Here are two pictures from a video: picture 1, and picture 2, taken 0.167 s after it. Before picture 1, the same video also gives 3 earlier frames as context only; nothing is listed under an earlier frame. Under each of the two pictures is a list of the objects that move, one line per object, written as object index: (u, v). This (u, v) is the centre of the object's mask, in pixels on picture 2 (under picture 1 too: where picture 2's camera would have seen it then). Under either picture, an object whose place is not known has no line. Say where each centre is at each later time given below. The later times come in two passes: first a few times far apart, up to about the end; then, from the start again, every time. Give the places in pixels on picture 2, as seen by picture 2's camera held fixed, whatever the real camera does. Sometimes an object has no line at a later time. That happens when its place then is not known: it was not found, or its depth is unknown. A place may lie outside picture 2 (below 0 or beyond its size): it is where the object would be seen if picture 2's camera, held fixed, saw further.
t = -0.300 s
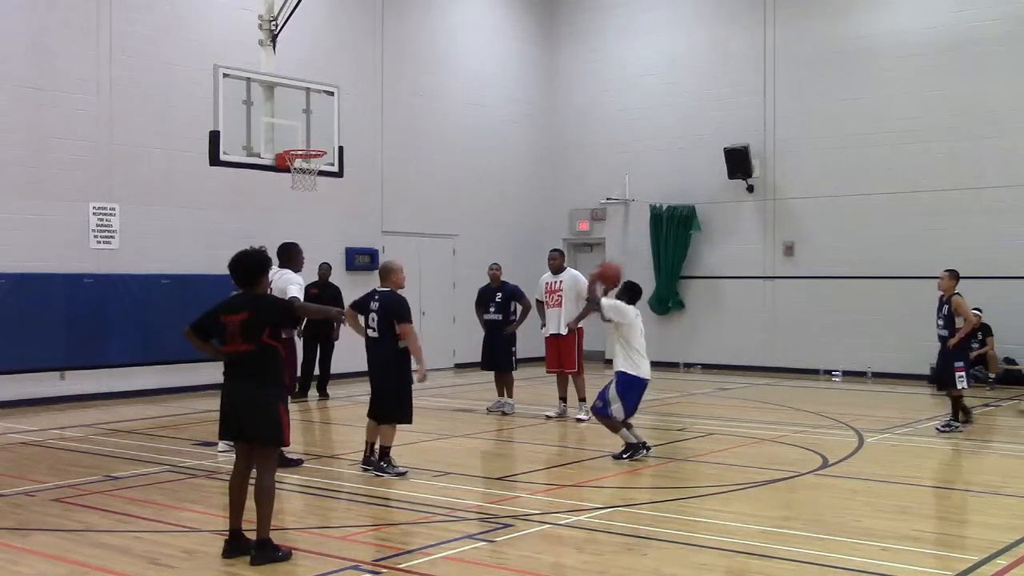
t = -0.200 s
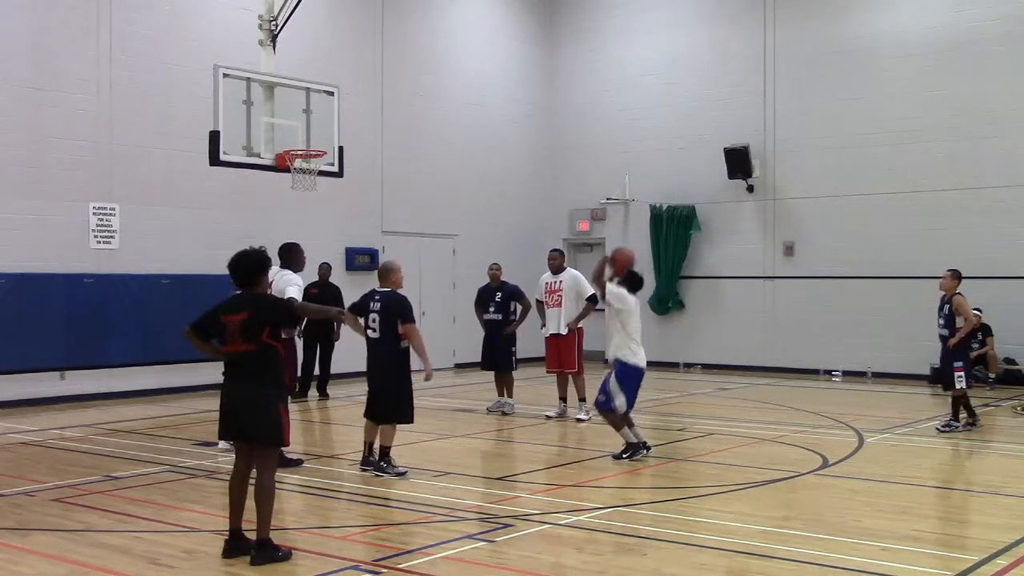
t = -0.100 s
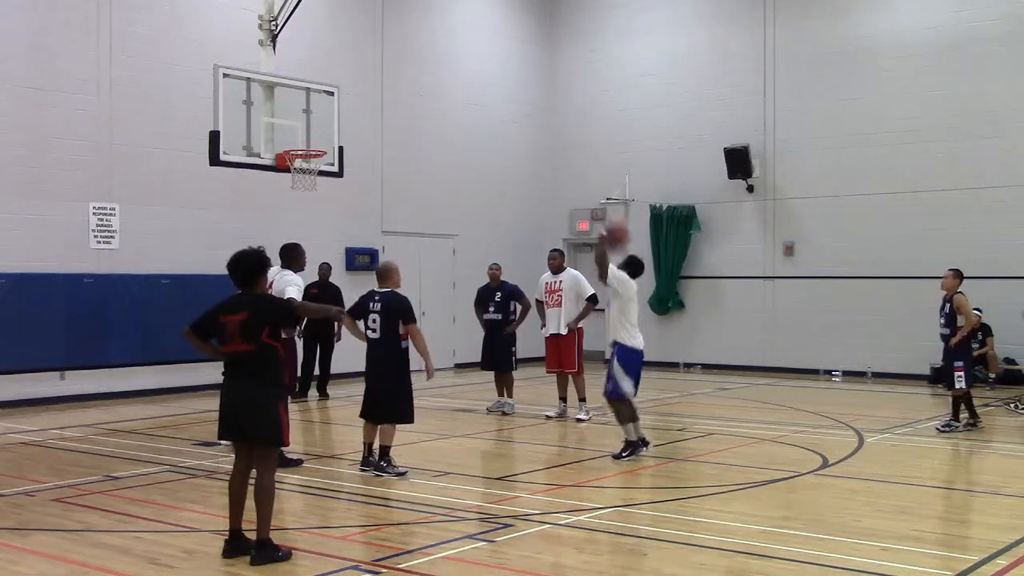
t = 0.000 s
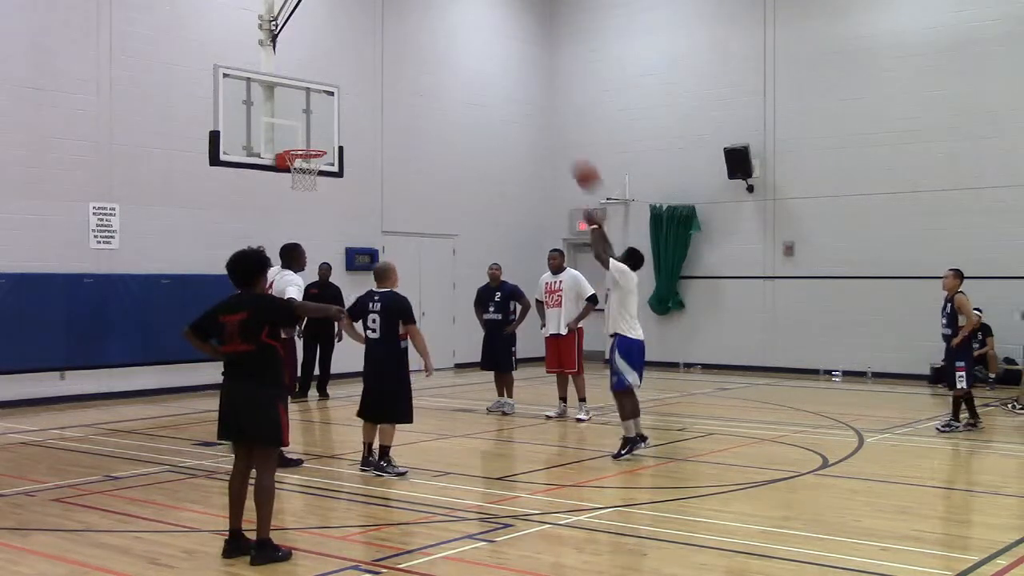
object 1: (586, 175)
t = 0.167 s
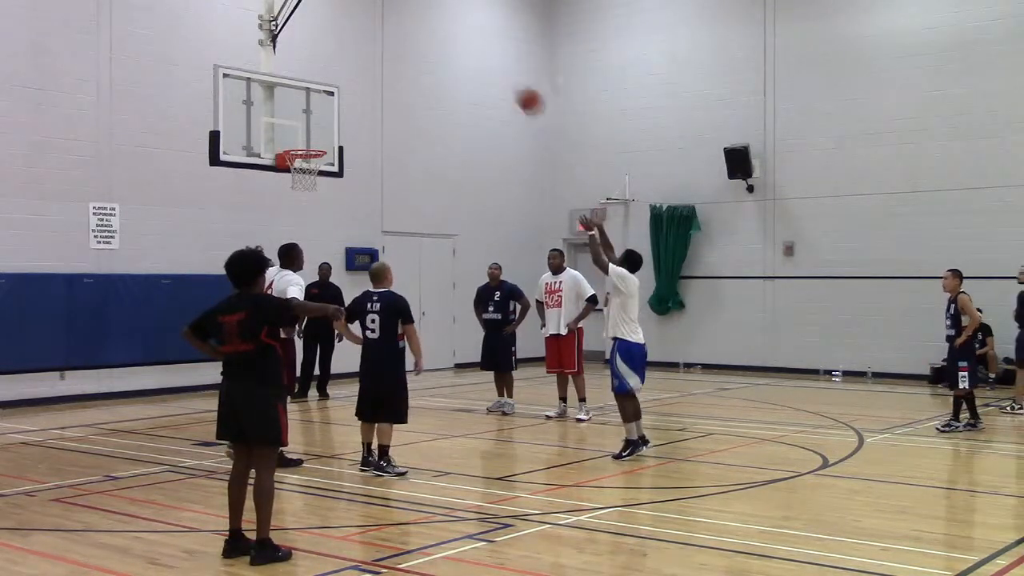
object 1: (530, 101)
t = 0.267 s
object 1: (496, 70)
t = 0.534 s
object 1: (417, 42)
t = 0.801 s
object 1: (346, 81)
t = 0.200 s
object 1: (519, 90)
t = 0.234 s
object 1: (507, 79)
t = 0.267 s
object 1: (496, 70)
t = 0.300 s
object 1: (486, 63)
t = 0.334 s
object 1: (475, 56)
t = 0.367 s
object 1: (465, 51)
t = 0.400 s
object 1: (455, 47)
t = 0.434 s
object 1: (446, 45)
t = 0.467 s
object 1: (436, 43)
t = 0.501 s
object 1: (426, 42)
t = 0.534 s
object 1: (417, 42)
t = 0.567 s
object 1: (407, 44)
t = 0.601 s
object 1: (398, 47)
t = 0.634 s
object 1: (389, 50)
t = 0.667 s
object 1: (381, 54)
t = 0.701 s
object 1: (371, 60)
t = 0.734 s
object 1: (363, 66)
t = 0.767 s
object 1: (354, 73)
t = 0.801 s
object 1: (346, 81)
